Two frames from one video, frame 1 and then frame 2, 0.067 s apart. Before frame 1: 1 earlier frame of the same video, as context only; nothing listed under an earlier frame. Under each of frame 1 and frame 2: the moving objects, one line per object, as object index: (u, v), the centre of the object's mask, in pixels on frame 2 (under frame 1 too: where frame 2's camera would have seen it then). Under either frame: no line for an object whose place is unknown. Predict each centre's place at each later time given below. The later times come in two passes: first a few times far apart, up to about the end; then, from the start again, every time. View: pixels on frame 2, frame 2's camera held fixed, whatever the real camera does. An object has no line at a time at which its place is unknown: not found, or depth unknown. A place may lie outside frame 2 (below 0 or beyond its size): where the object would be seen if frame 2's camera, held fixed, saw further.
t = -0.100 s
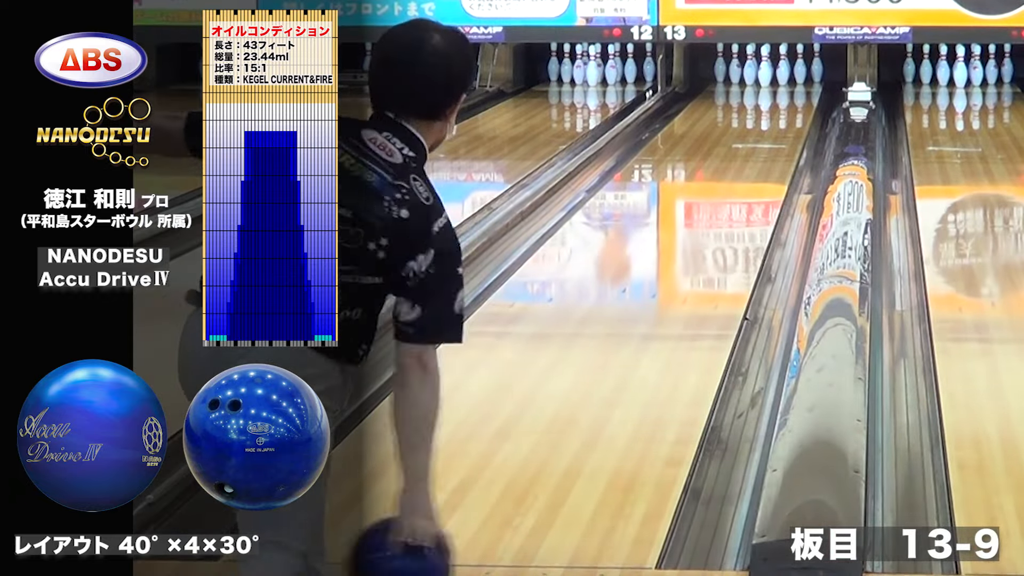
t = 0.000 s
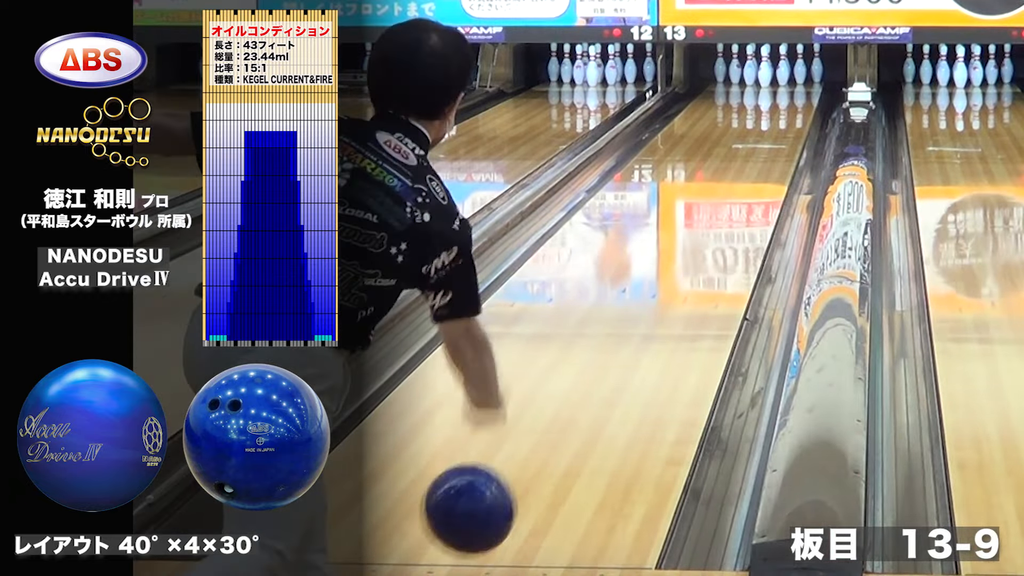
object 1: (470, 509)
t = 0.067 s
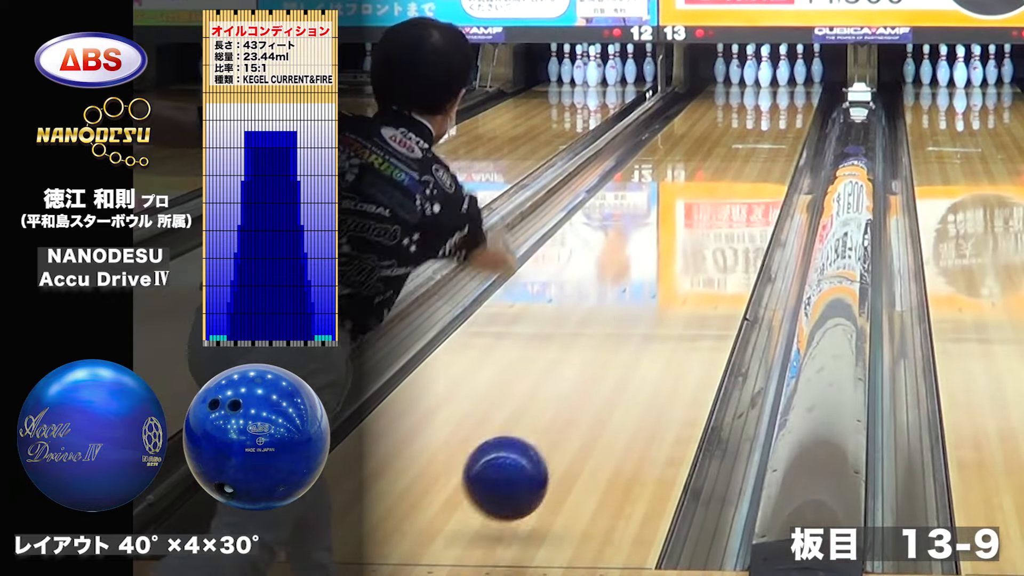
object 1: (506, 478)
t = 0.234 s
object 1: (577, 407)
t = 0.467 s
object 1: (644, 318)
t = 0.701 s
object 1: (689, 257)
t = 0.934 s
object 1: (720, 212)
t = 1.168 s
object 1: (742, 178)
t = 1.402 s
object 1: (758, 152)
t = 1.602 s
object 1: (768, 133)
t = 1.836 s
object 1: (776, 116)
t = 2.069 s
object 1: (778, 102)
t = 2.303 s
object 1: (777, 89)
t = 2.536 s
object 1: (772, 79)
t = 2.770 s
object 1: (770, 73)
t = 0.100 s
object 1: (522, 470)
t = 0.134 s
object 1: (538, 457)
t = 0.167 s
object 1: (551, 439)
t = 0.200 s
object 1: (564, 423)
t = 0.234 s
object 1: (577, 407)
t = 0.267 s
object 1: (588, 392)
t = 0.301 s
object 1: (599, 378)
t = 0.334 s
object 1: (609, 364)
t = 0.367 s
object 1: (618, 351)
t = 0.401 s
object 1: (627, 340)
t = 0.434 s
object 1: (636, 328)
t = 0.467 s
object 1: (644, 318)
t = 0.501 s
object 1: (651, 308)
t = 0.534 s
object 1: (658, 298)
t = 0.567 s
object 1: (665, 289)
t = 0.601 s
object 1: (671, 280)
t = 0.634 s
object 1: (678, 272)
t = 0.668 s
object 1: (683, 264)
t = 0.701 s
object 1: (689, 257)
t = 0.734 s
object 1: (694, 250)
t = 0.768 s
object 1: (699, 243)
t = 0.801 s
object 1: (703, 236)
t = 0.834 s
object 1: (708, 230)
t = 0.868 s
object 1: (712, 223)
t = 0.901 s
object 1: (716, 218)
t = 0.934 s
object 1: (720, 212)
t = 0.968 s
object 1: (724, 207)
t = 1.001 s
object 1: (727, 202)
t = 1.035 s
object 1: (730, 196)
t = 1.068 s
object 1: (734, 192)
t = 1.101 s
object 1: (737, 187)
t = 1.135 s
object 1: (740, 183)
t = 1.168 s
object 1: (742, 178)
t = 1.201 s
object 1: (745, 174)
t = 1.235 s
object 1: (747, 170)
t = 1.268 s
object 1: (750, 166)
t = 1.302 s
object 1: (752, 162)
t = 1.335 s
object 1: (754, 159)
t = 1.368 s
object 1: (756, 155)
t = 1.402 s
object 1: (758, 152)
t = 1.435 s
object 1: (760, 148)
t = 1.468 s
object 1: (762, 145)
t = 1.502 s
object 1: (763, 142)
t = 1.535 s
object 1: (765, 139)
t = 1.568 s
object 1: (766, 136)
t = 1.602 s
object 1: (768, 133)
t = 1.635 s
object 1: (770, 130)
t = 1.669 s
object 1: (771, 128)
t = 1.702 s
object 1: (772, 125)
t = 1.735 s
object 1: (773, 123)
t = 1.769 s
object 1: (774, 121)
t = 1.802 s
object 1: (775, 118)
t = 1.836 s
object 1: (776, 116)
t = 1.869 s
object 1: (776, 114)
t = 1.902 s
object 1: (776, 112)
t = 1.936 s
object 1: (777, 110)
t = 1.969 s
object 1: (777, 108)
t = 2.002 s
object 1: (777, 106)
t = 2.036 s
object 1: (778, 104)
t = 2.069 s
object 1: (778, 102)
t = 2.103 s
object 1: (778, 100)
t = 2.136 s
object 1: (778, 98)
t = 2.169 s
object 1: (778, 96)
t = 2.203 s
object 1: (778, 94)
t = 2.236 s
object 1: (778, 93)
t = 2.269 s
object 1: (778, 91)
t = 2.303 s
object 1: (777, 89)
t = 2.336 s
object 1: (777, 88)
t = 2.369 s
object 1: (776, 87)
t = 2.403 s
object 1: (775, 85)
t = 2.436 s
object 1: (775, 84)
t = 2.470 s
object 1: (774, 82)
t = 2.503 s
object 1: (773, 81)
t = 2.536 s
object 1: (772, 79)
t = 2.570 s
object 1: (771, 78)
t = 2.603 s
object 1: (770, 77)
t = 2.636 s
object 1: (771, 76)
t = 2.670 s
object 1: (772, 75)
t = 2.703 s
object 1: (771, 75)
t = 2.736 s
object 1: (770, 74)
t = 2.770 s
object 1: (770, 73)
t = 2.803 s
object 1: (769, 71)
